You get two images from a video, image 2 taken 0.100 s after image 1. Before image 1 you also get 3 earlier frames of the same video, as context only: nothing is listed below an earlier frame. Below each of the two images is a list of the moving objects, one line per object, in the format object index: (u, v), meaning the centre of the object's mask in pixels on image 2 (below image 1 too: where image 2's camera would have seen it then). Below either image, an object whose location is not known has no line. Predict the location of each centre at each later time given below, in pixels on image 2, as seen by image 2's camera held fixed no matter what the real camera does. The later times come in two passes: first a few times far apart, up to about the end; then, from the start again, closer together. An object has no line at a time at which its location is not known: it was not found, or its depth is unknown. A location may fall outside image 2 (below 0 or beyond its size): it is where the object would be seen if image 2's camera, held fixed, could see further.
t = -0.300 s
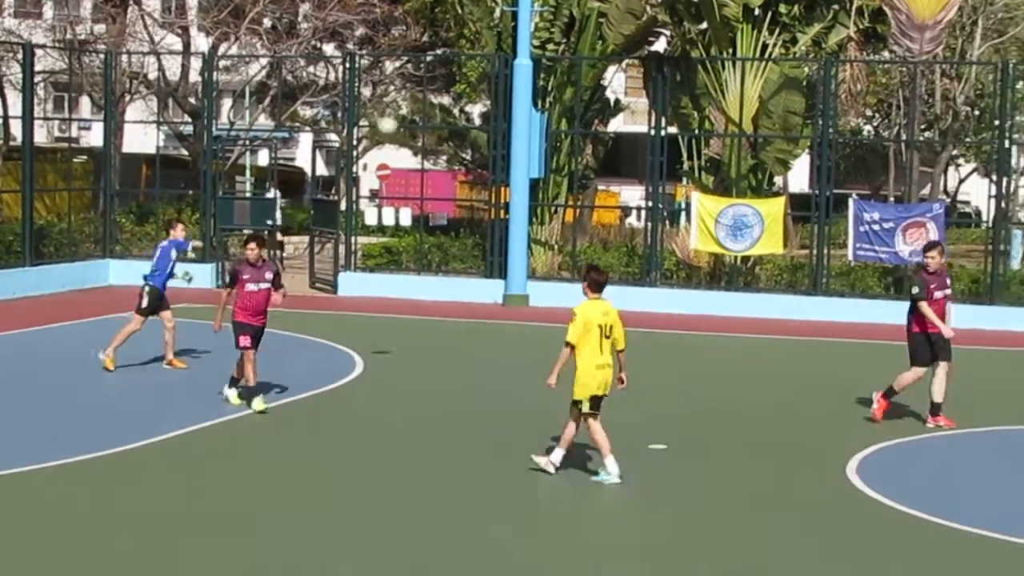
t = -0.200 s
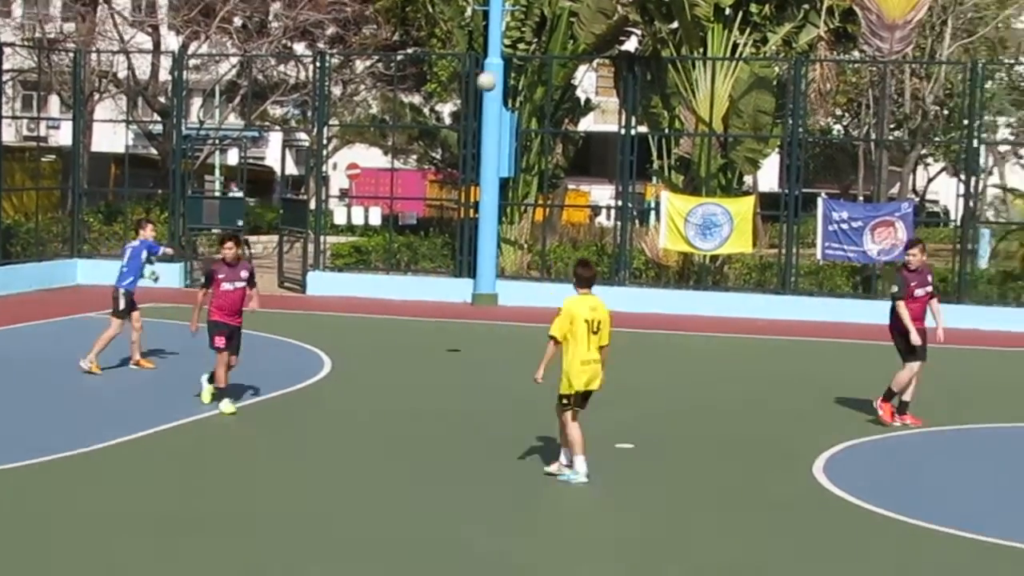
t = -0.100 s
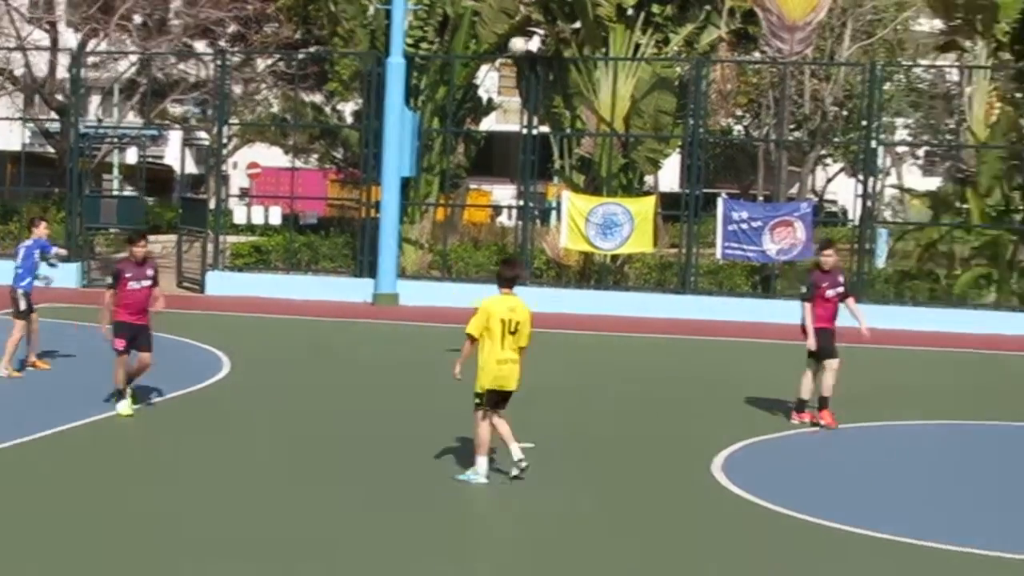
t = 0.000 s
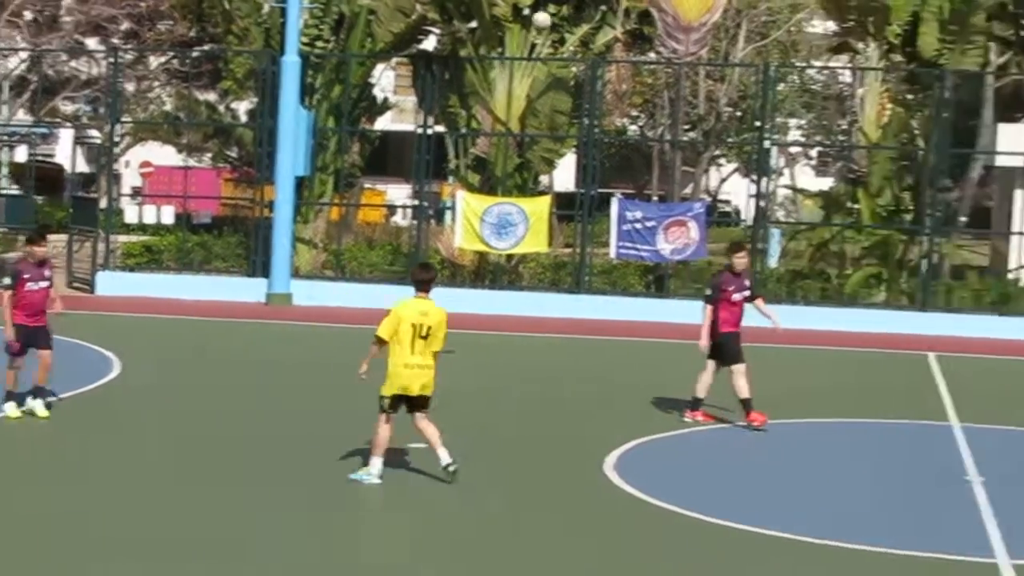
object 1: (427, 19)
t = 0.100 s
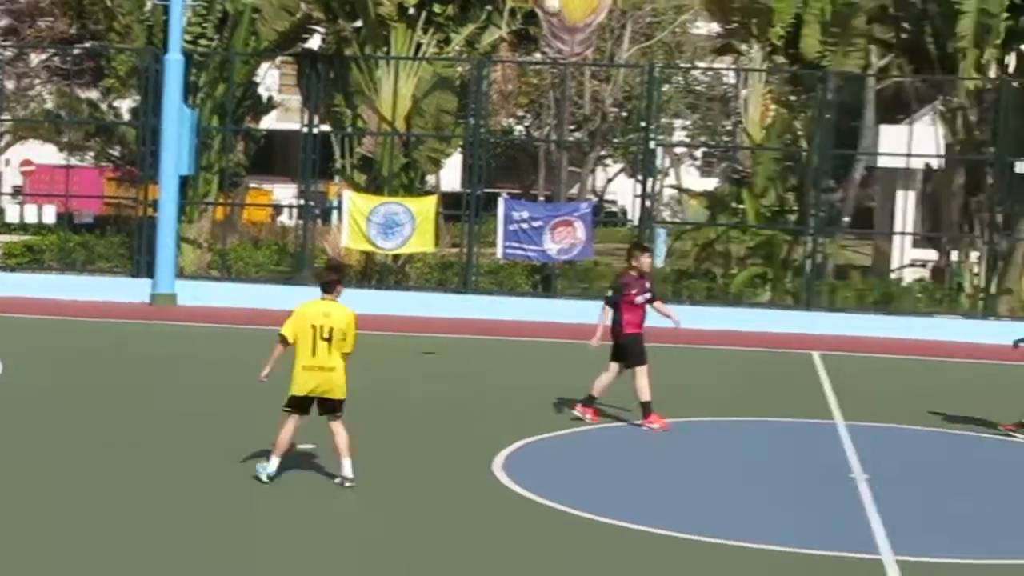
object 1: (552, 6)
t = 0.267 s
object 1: (754, 4)
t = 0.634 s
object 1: (1180, 85)
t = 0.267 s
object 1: (754, 4)
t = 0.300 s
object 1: (793, 5)
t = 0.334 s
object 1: (834, 7)
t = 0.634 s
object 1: (1180, 85)
